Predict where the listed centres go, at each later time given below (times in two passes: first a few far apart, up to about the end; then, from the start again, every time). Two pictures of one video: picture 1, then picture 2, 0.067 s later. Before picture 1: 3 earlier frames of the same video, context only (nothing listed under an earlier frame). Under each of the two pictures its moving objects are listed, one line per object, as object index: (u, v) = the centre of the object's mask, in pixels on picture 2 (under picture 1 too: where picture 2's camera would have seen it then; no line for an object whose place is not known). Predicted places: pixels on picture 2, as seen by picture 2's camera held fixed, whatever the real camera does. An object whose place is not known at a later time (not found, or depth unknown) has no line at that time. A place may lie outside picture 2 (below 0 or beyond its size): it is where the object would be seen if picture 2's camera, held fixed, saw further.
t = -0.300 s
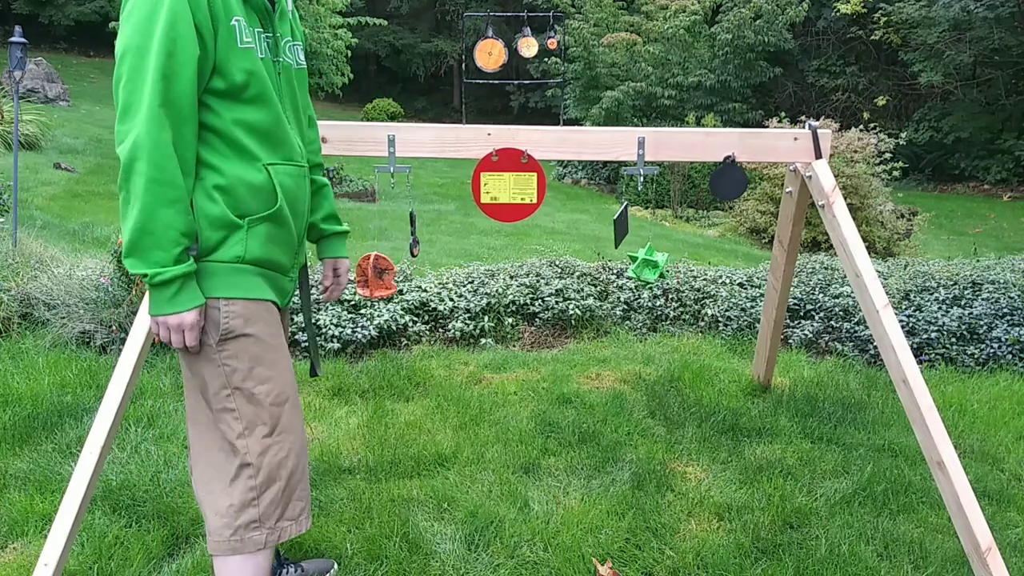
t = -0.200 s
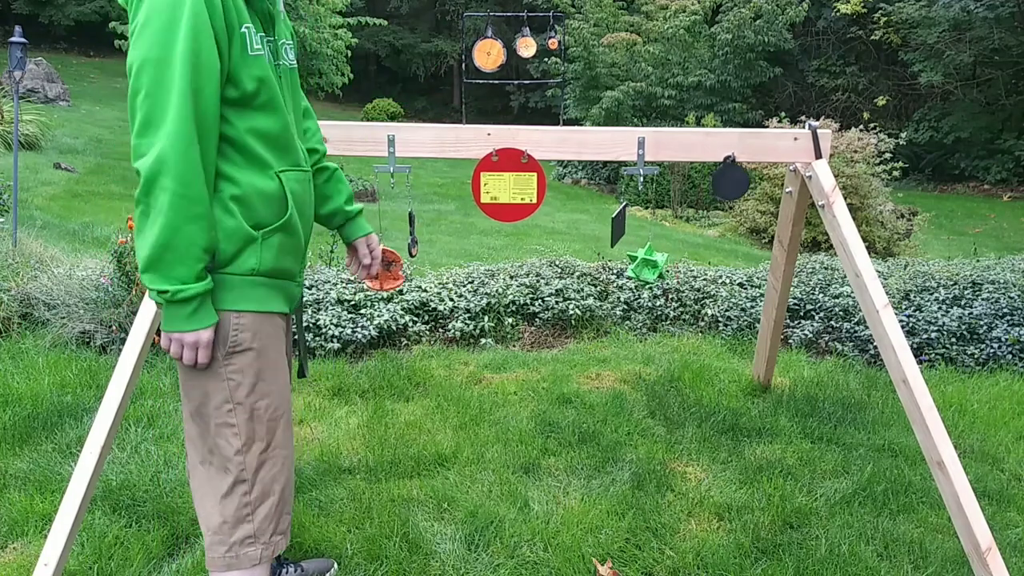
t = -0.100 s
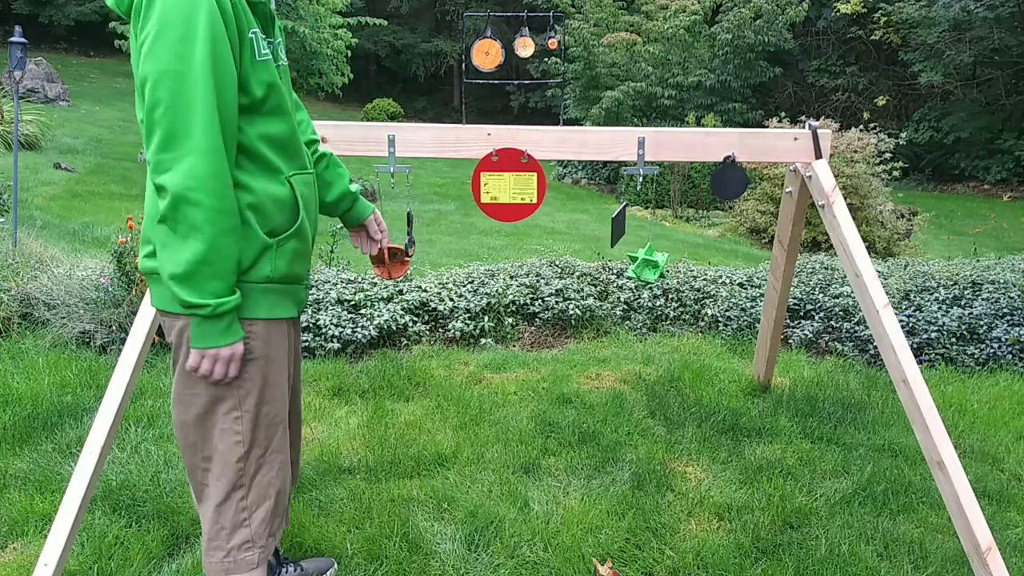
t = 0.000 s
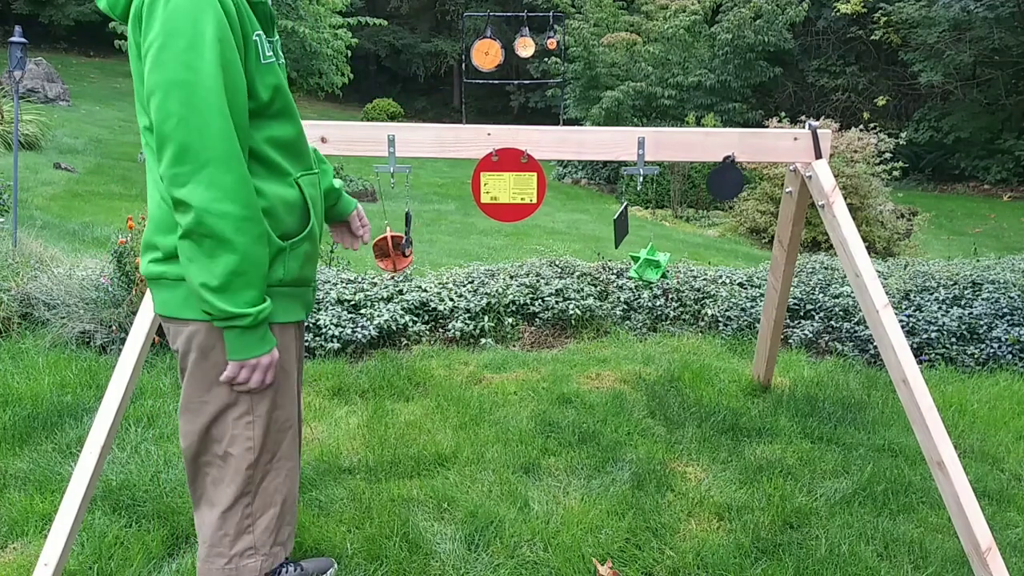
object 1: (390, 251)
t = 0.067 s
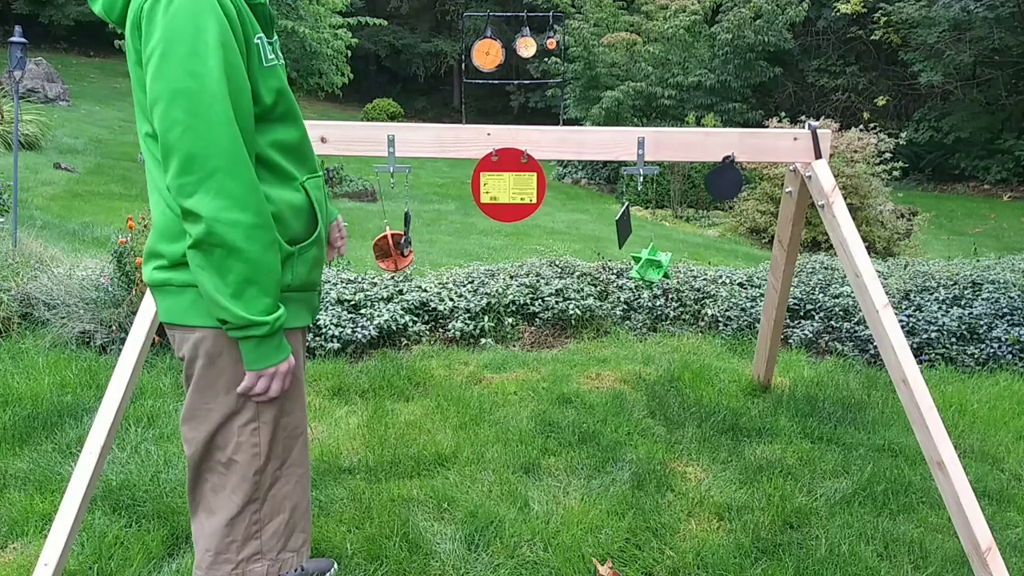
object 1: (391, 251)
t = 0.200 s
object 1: (389, 264)
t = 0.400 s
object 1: (375, 276)
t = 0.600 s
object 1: (367, 272)
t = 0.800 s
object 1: (375, 276)
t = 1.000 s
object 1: (387, 261)
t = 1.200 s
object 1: (392, 252)
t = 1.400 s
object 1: (384, 271)
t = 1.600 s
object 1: (370, 274)
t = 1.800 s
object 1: (369, 274)
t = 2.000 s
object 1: (382, 271)
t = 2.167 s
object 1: (392, 256)
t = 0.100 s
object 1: (391, 253)
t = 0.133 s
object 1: (391, 257)
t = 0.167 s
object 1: (390, 260)
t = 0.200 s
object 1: (389, 264)
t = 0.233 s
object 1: (387, 267)
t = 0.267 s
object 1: (385, 270)
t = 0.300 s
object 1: (383, 271)
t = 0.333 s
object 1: (380, 273)
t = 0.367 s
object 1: (377, 275)
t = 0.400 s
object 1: (375, 276)
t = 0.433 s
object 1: (373, 276)
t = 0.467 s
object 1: (371, 275)
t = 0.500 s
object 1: (370, 273)
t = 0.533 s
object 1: (368, 272)
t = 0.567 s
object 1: (367, 271)
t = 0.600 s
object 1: (367, 272)
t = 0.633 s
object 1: (367, 272)
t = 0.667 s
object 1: (368, 273)
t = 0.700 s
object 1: (370, 275)
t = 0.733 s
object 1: (371, 276)
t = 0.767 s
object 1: (373, 277)
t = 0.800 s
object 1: (375, 276)
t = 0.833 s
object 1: (377, 274)
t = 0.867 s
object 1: (380, 272)
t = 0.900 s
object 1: (382, 270)
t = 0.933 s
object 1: (384, 267)
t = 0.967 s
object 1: (386, 264)
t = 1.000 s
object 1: (387, 261)
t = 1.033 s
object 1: (388, 257)
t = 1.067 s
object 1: (389, 254)
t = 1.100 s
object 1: (390, 252)
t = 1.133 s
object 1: (391, 251)
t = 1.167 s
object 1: (391, 251)
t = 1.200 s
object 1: (392, 252)
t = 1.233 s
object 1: (391, 255)
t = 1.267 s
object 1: (390, 258)
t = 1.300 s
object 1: (389, 262)
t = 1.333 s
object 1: (388, 266)
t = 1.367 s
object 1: (386, 269)
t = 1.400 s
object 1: (384, 271)
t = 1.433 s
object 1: (381, 274)
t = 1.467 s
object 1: (379, 275)
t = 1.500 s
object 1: (376, 276)
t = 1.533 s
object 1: (374, 276)
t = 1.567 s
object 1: (372, 276)
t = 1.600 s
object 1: (370, 274)
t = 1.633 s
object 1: (368, 273)
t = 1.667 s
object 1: (367, 272)
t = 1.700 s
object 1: (367, 271)
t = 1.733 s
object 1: (367, 272)
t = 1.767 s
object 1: (367, 273)
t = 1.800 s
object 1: (369, 274)
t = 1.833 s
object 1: (370, 275)
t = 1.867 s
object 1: (372, 276)
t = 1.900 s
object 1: (374, 276)
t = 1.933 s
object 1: (376, 274)
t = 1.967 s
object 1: (379, 273)
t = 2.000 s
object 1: (382, 271)
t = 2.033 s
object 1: (384, 269)
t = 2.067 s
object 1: (387, 265)
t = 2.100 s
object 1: (389, 262)
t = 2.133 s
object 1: (390, 259)
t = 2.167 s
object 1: (392, 256)
